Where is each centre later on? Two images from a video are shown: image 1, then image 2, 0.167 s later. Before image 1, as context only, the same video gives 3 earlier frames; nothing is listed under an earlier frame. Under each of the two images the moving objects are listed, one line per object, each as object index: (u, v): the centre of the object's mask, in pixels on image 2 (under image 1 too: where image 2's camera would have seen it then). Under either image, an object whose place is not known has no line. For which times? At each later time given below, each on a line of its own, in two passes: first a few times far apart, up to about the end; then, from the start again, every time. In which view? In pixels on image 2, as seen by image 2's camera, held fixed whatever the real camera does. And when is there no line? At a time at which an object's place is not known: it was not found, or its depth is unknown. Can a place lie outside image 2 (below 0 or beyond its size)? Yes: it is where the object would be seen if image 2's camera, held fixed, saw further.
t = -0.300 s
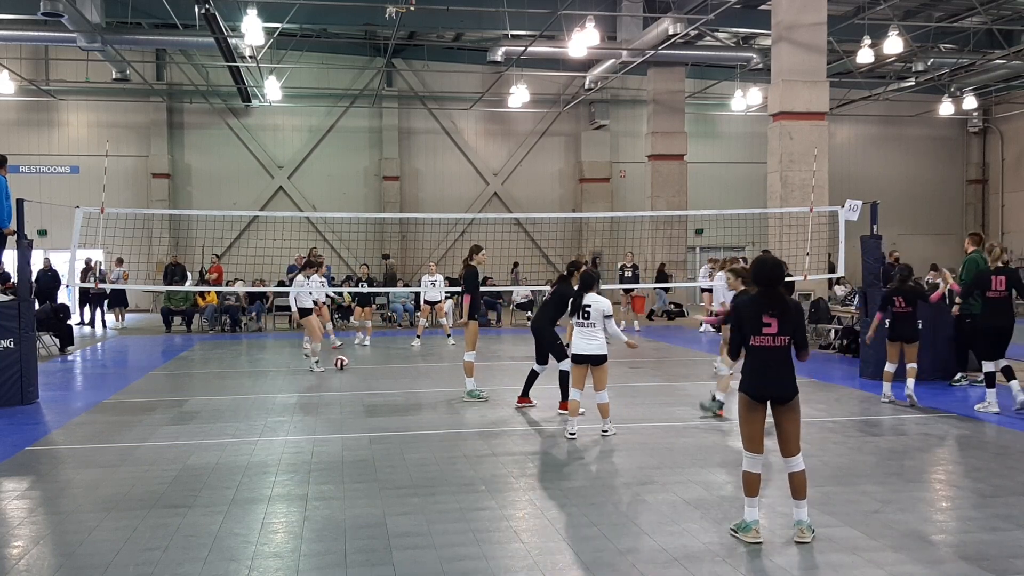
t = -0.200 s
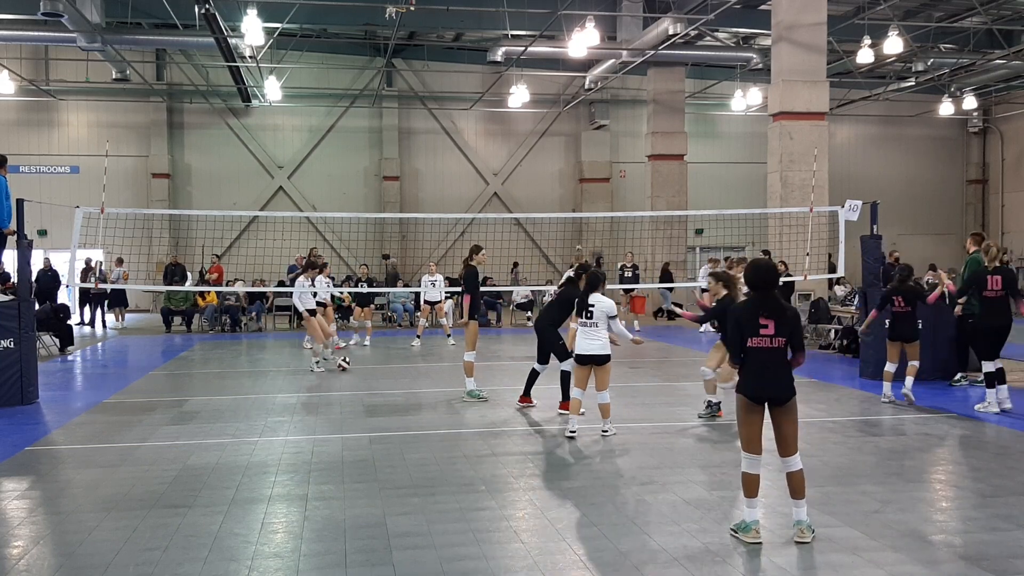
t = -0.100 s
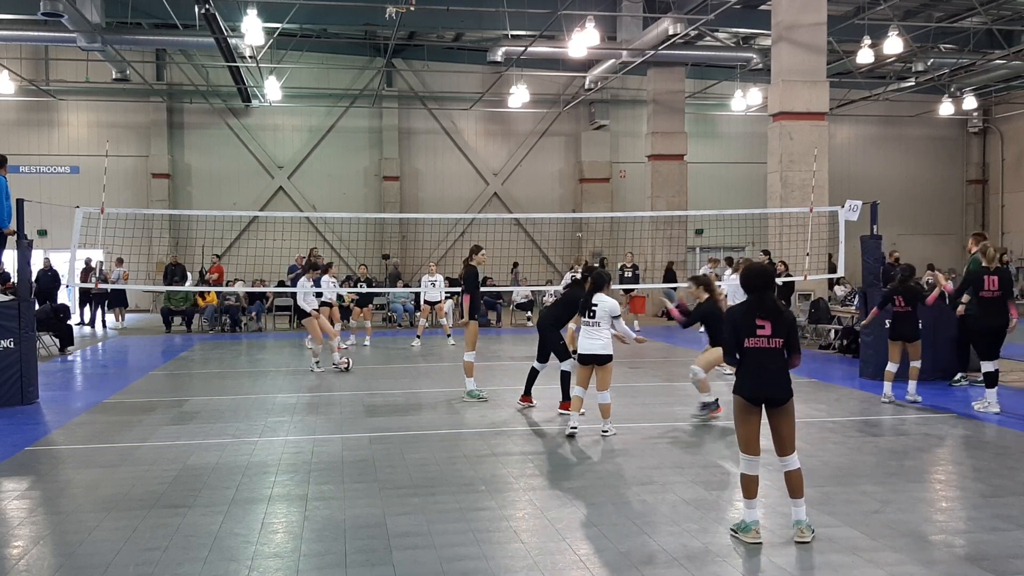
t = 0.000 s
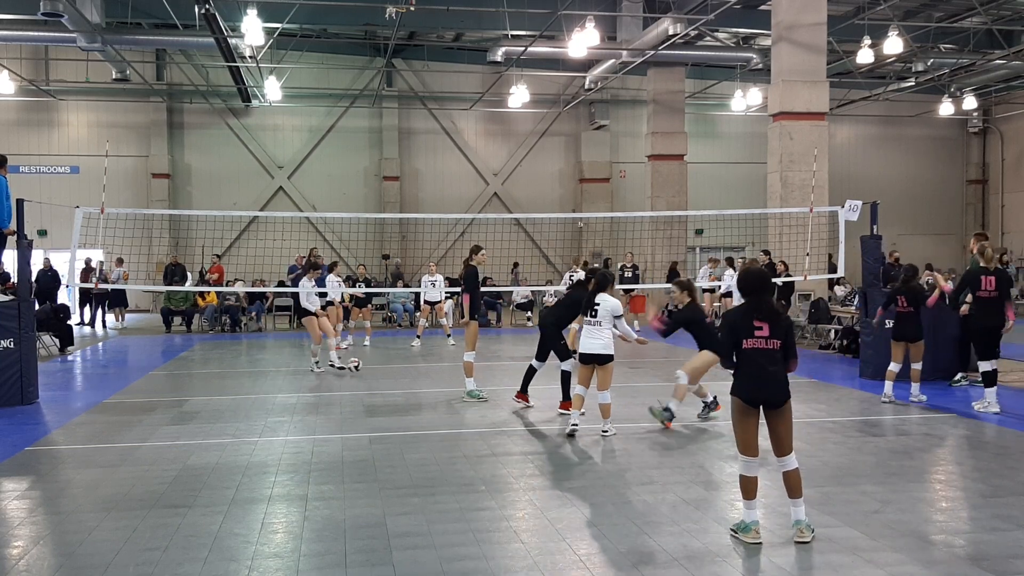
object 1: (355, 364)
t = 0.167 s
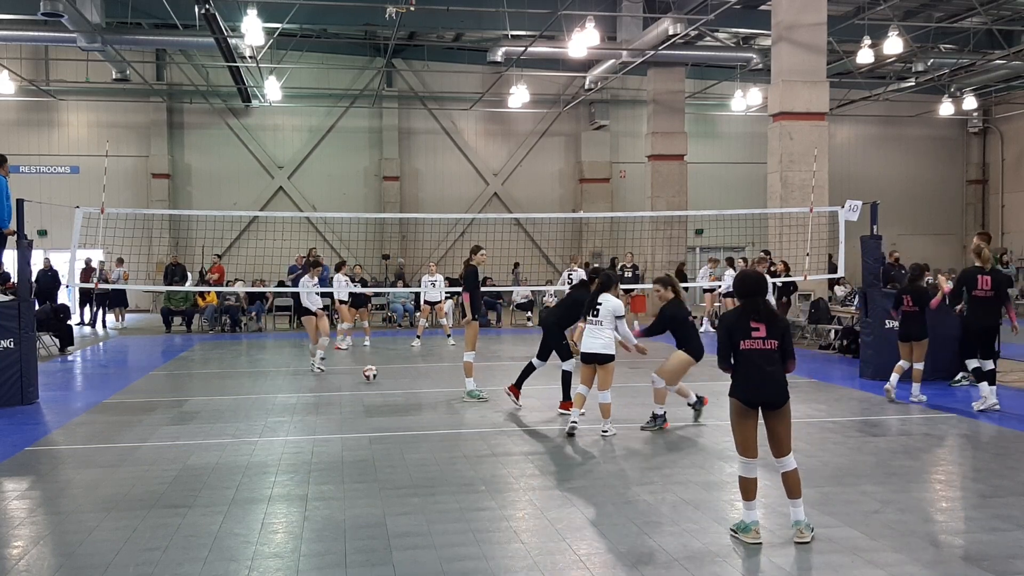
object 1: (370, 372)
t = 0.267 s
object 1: (379, 378)
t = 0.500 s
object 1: (398, 386)
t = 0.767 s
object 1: (418, 396)
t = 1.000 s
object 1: (436, 403)
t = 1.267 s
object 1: (460, 414)
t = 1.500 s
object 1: (484, 425)
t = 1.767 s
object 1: (514, 438)
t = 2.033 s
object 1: (548, 454)
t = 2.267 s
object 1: (582, 470)
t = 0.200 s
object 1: (373, 374)
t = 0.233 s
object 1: (376, 376)
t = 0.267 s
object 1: (379, 378)
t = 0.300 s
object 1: (382, 378)
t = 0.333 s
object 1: (384, 379)
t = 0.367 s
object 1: (387, 381)
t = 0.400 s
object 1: (390, 383)
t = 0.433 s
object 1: (393, 384)
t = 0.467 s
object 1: (395, 384)
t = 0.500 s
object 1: (398, 386)
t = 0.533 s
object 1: (400, 388)
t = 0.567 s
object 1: (403, 389)
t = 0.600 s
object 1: (405, 390)
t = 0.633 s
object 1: (408, 391)
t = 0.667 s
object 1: (410, 392)
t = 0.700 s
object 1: (413, 393)
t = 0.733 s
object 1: (415, 394)
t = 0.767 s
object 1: (418, 396)
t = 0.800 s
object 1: (420, 397)
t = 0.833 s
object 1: (423, 398)
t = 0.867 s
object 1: (425, 399)
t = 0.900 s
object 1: (428, 400)
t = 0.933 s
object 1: (431, 401)
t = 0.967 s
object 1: (434, 402)
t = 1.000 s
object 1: (436, 403)
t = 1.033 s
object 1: (439, 405)
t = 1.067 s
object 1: (442, 406)
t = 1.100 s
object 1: (445, 407)
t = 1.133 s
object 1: (448, 409)
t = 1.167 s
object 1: (451, 410)
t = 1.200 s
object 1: (454, 412)
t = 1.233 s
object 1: (457, 413)
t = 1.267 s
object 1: (460, 414)
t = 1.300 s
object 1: (463, 415)
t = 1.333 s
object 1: (466, 417)
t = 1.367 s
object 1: (470, 419)
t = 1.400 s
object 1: (473, 419)
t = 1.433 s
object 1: (477, 422)
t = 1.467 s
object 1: (480, 424)
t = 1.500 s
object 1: (484, 425)
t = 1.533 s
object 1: (487, 426)
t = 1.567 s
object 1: (491, 428)
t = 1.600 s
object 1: (494, 430)
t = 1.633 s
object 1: (498, 431)
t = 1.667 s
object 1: (502, 433)
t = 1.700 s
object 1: (505, 435)
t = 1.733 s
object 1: (510, 437)
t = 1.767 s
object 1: (514, 438)
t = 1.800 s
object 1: (517, 440)
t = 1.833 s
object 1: (521, 442)
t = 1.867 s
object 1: (527, 444)
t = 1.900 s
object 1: (530, 446)
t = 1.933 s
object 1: (534, 449)
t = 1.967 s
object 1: (539, 450)
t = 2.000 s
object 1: (544, 452)
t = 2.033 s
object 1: (548, 454)
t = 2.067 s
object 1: (552, 456)
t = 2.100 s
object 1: (557, 458)
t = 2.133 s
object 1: (562, 461)
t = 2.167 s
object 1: (567, 463)
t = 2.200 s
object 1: (571, 465)
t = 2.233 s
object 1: (577, 467)
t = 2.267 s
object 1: (582, 470)
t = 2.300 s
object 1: (587, 472)
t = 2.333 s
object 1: (592, 474)
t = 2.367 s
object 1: (598, 477)
